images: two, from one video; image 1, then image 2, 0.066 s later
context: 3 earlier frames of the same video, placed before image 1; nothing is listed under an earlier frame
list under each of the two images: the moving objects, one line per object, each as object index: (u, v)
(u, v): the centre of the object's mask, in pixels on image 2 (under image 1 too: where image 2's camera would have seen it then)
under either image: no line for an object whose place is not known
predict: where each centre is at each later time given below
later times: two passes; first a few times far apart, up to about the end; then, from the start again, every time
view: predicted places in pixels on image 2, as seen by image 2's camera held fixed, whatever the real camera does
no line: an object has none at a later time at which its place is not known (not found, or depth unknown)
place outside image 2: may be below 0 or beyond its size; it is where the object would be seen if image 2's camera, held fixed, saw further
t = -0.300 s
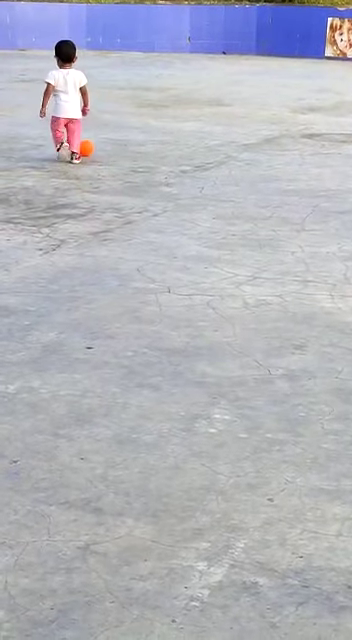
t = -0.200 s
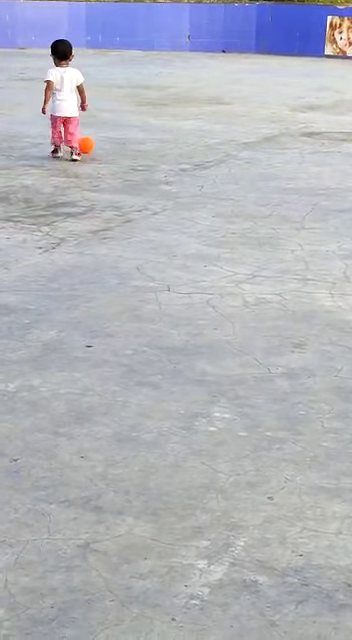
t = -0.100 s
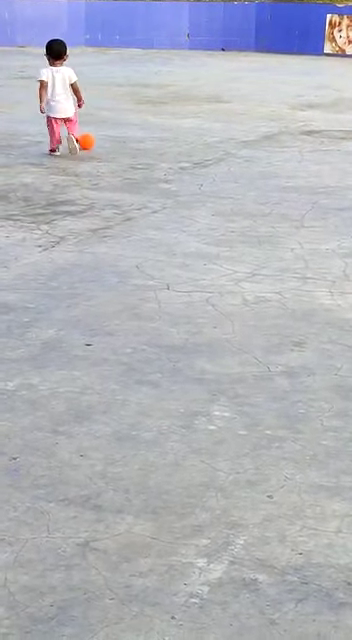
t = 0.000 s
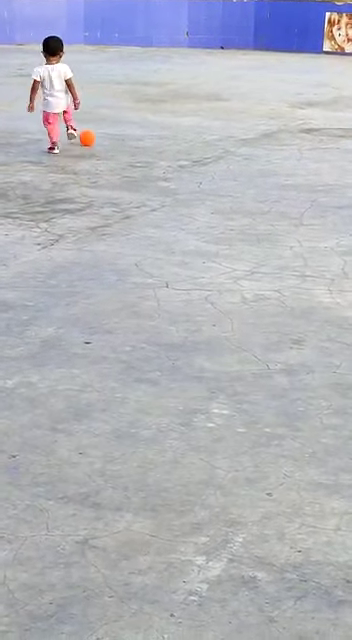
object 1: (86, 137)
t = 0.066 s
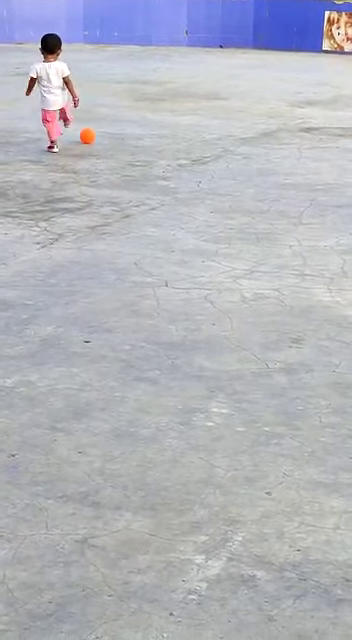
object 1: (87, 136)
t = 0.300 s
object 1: (91, 132)
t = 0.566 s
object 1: (99, 128)
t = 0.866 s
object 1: (110, 125)
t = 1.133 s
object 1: (120, 122)
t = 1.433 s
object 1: (132, 119)
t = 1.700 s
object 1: (143, 117)
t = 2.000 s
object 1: (155, 114)
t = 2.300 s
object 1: (167, 112)
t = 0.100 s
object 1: (88, 135)
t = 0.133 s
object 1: (88, 135)
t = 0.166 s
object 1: (89, 134)
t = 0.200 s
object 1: (89, 133)
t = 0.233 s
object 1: (90, 133)
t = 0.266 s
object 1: (91, 132)
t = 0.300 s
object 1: (91, 132)
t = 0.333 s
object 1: (93, 132)
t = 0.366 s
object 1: (94, 131)
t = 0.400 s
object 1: (94, 131)
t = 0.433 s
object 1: (96, 131)
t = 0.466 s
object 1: (96, 130)
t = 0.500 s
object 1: (98, 129)
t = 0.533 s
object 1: (98, 129)
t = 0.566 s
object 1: (99, 128)
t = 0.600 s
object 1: (101, 128)
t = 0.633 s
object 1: (102, 127)
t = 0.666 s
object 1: (103, 127)
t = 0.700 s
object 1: (104, 127)
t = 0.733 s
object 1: (105, 127)
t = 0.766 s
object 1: (106, 126)
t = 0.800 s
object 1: (108, 126)
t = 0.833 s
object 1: (109, 125)
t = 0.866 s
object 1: (110, 125)
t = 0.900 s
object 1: (111, 125)
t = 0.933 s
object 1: (113, 124)
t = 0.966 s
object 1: (114, 124)
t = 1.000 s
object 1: (115, 123)
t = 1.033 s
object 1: (117, 123)
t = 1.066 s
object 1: (118, 122)
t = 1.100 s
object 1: (119, 122)
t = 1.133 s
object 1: (120, 122)
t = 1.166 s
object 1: (121, 122)
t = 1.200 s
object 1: (123, 121)
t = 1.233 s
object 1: (124, 121)
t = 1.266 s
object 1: (125, 121)
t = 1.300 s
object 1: (126, 121)
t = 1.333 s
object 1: (128, 120)
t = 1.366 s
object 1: (129, 120)
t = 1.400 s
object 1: (131, 120)
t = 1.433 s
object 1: (132, 119)
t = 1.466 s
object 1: (133, 119)
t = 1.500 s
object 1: (134, 119)
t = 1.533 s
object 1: (136, 119)
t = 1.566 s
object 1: (137, 118)
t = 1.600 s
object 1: (139, 118)
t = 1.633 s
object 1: (140, 118)
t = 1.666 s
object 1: (141, 117)
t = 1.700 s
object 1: (143, 117)
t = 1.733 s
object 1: (144, 117)
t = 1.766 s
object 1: (145, 116)
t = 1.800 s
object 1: (147, 116)
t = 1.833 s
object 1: (148, 115)
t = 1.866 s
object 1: (149, 115)
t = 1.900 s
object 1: (151, 114)
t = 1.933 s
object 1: (152, 114)
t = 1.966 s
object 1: (153, 114)
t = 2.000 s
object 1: (155, 114)
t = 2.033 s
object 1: (156, 113)
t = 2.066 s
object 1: (157, 113)
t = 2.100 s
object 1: (159, 113)
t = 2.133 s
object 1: (160, 113)
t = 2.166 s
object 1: (161, 113)
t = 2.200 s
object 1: (163, 112)
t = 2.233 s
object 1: (164, 112)
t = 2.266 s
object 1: (165, 112)
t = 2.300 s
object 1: (167, 112)
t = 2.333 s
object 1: (168, 111)
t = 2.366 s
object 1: (169, 111)
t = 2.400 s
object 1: (171, 111)
